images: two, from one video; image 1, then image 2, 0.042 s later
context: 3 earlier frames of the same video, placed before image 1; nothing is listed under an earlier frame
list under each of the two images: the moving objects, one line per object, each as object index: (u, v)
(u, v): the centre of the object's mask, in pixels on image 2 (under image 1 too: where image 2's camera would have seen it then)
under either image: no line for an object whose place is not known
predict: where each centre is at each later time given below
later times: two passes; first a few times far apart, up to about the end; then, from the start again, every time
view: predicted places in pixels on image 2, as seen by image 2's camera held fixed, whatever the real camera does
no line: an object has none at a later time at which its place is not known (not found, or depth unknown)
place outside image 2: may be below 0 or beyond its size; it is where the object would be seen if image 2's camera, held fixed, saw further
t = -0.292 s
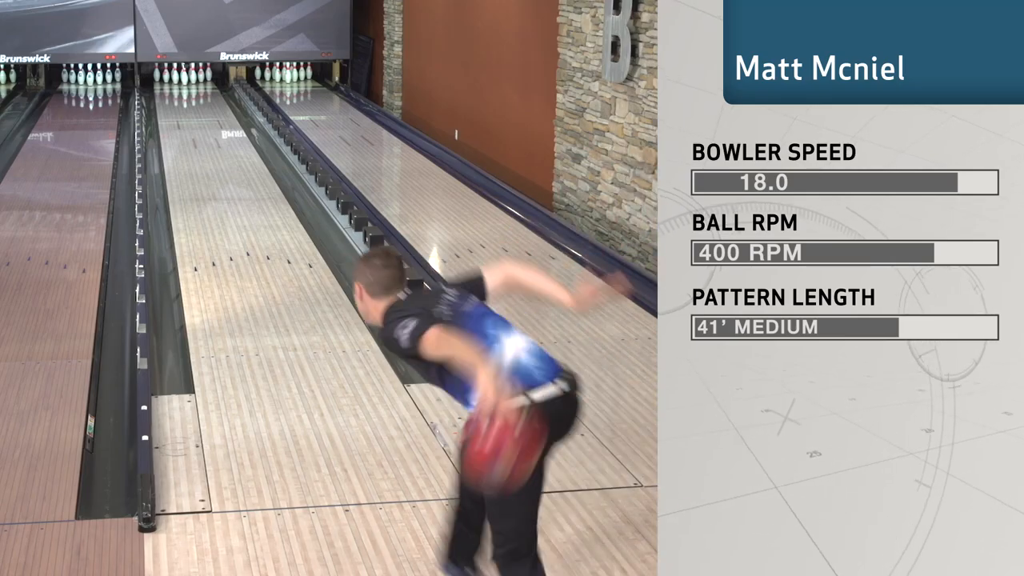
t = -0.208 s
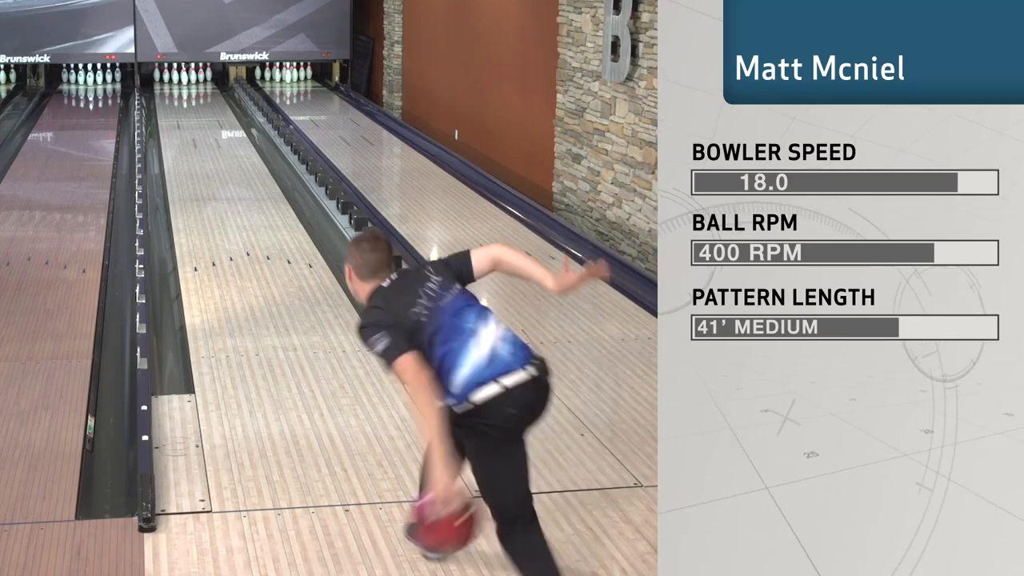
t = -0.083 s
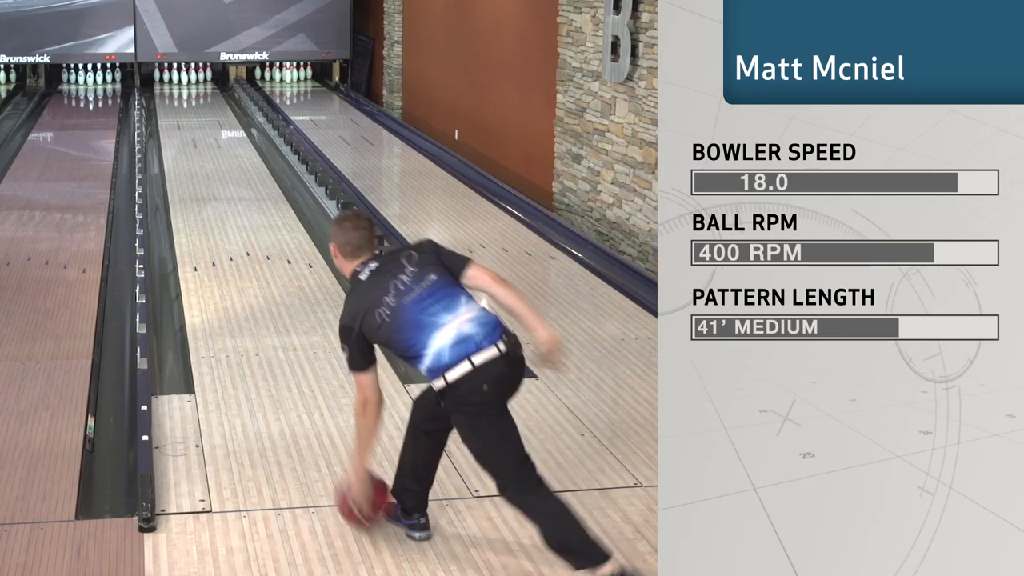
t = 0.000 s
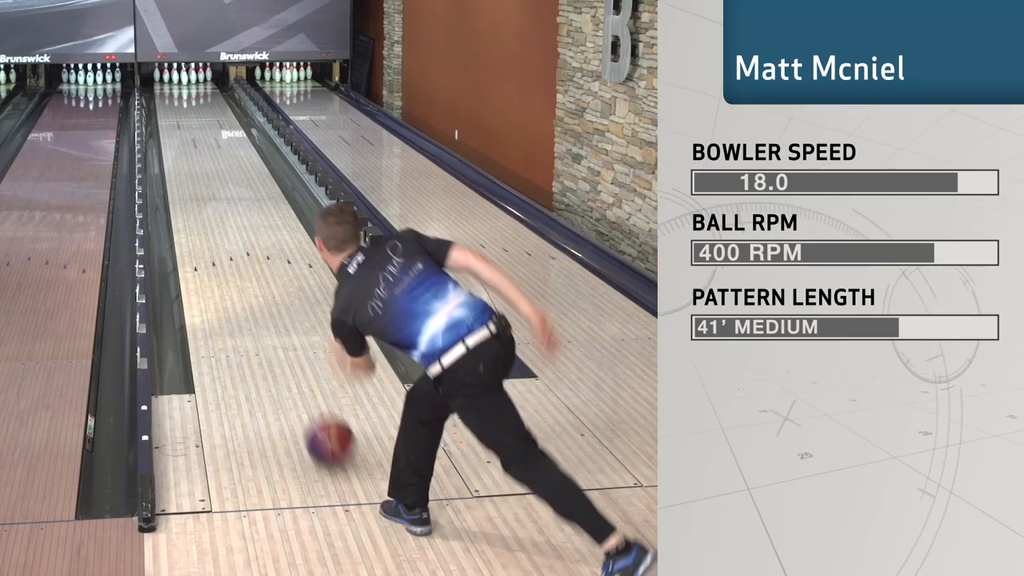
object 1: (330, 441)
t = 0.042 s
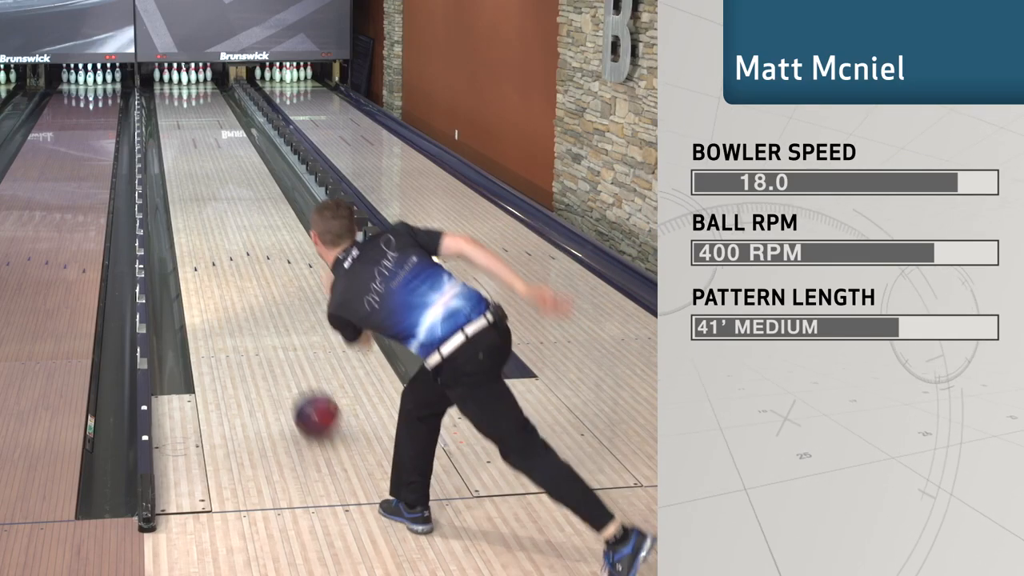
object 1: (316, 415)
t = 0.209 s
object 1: (273, 331)
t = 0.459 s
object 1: (233, 251)
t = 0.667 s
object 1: (211, 207)
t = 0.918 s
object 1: (193, 168)
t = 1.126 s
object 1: (183, 144)
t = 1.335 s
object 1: (176, 126)
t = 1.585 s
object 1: (172, 108)
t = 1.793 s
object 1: (172, 97)
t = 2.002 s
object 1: (176, 88)
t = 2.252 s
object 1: (180, 79)
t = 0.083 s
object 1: (303, 390)
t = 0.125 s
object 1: (292, 369)
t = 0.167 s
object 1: (282, 349)
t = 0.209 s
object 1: (273, 331)
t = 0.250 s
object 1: (265, 315)
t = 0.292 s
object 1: (257, 300)
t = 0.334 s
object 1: (250, 287)
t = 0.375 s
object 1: (244, 274)
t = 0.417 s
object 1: (238, 262)
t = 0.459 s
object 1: (233, 251)
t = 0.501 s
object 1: (228, 241)
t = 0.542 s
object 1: (223, 231)
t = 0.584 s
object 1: (219, 223)
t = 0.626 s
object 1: (215, 215)
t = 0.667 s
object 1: (211, 207)
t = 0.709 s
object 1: (207, 199)
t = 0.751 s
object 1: (204, 192)
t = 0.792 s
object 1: (201, 186)
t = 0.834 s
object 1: (198, 179)
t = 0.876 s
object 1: (195, 174)
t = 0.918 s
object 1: (193, 168)
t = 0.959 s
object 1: (191, 163)
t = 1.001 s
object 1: (189, 158)
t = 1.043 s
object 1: (187, 153)
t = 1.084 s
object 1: (185, 149)
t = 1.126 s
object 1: (183, 144)
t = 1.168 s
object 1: (181, 140)
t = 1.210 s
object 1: (179, 137)
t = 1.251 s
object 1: (178, 133)
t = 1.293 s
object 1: (177, 129)
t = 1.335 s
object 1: (176, 126)
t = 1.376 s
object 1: (175, 123)
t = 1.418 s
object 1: (174, 119)
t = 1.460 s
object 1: (173, 117)
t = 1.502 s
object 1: (172, 114)
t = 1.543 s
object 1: (172, 111)
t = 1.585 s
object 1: (172, 108)
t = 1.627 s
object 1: (171, 106)
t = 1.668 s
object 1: (171, 103)
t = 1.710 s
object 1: (171, 101)
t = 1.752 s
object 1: (172, 99)
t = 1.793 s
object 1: (172, 97)
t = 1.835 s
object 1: (172, 95)
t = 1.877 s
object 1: (173, 93)
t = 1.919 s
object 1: (174, 91)
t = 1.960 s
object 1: (175, 89)
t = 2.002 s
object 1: (176, 88)
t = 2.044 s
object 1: (177, 86)
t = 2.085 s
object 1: (178, 85)
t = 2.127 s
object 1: (179, 83)
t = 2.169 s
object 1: (180, 82)
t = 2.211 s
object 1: (181, 80)
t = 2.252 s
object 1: (180, 79)
